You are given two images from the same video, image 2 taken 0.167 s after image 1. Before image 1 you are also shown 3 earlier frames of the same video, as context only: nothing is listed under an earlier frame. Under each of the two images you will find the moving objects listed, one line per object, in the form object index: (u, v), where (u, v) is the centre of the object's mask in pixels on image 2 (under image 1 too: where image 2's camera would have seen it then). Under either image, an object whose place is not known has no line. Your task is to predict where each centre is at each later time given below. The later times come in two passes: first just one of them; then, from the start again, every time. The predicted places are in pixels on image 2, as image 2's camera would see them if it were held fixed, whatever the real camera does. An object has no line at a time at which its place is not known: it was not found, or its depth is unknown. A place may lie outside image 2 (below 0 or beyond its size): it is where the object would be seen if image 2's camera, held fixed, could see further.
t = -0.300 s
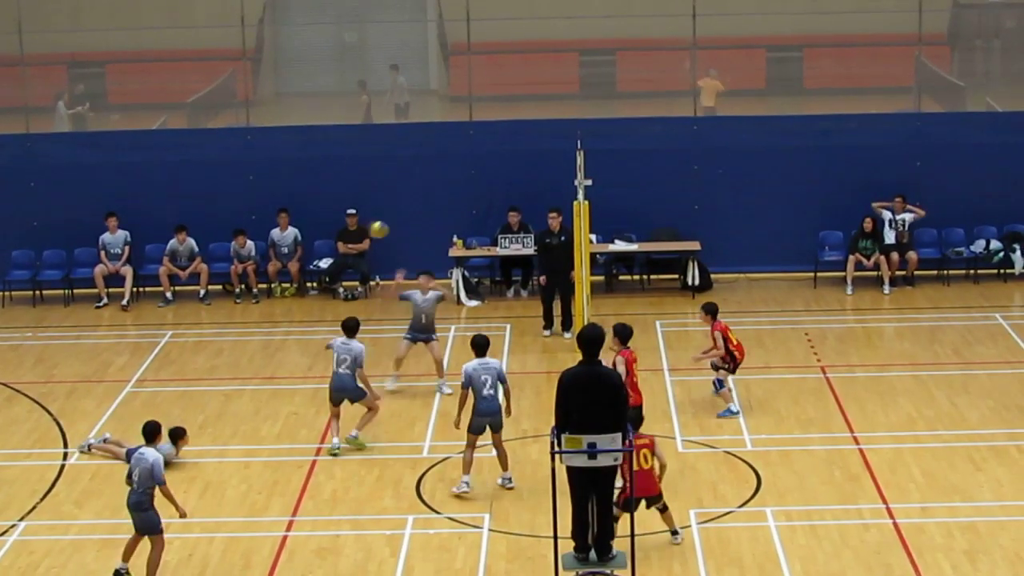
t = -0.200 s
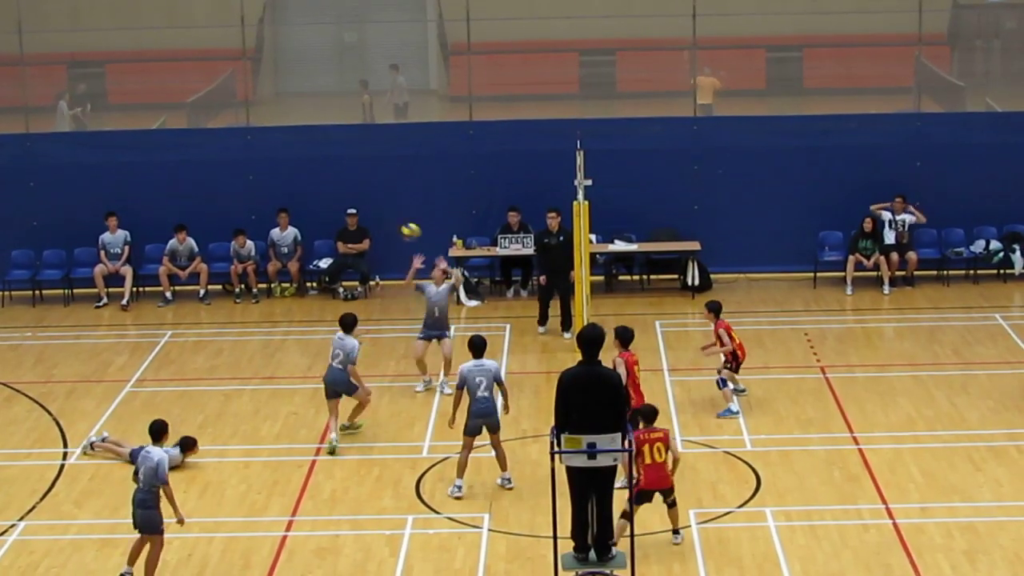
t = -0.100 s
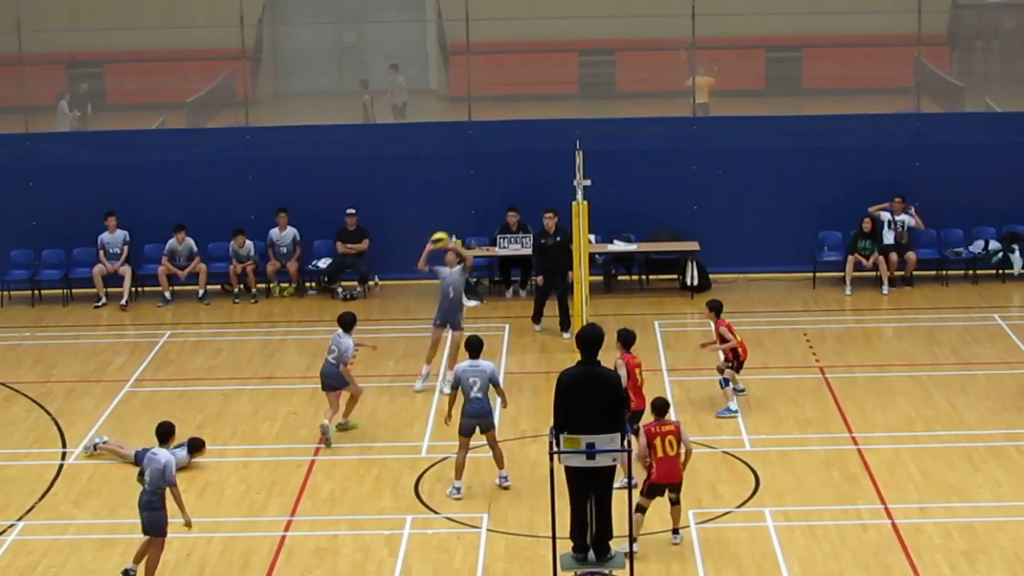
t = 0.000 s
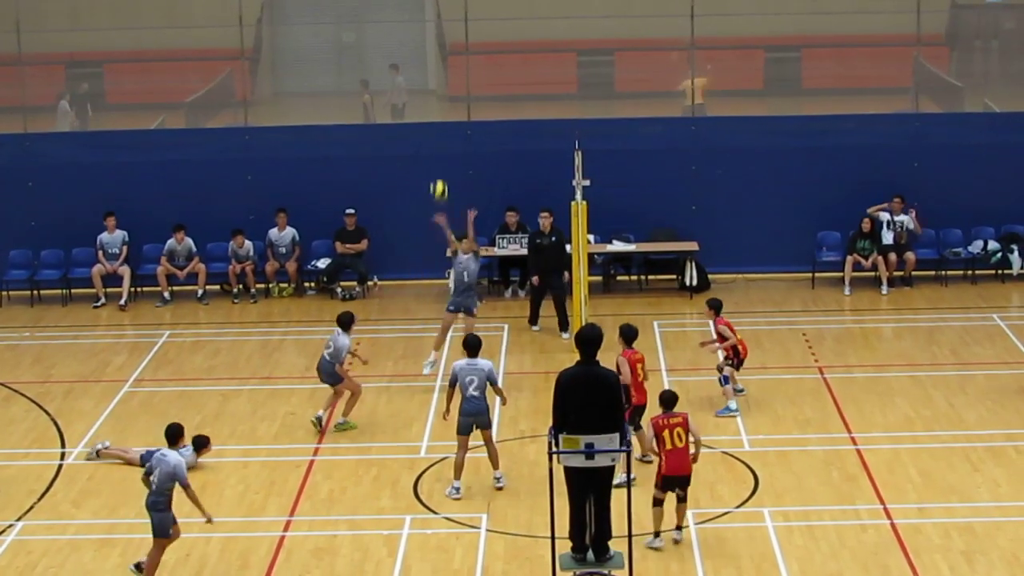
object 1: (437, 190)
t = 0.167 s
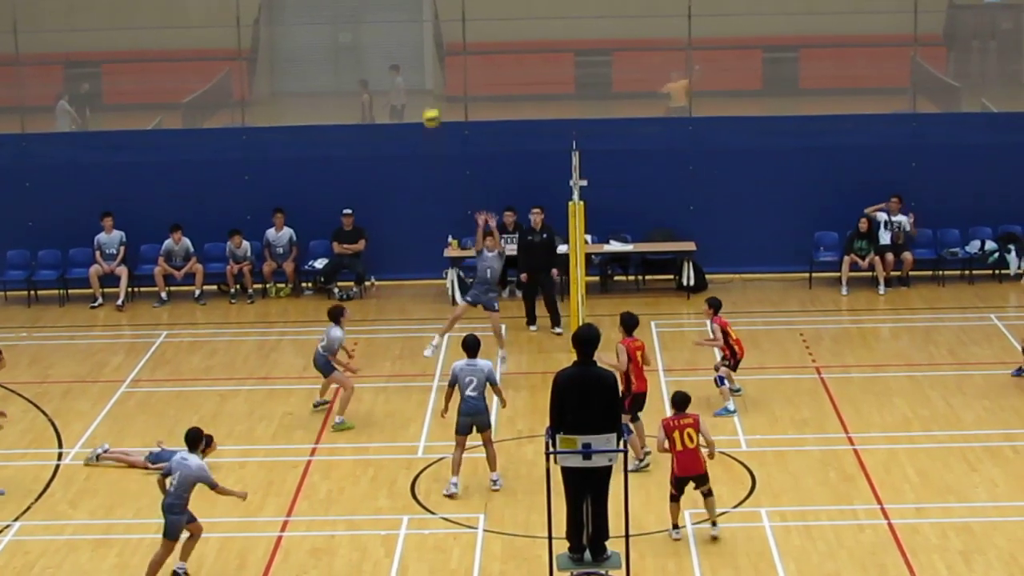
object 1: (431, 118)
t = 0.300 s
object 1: (427, 74)
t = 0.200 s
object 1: (429, 103)
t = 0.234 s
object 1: (429, 93)
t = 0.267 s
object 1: (429, 83)
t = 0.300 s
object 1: (427, 74)
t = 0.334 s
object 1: (426, 66)
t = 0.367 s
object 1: (425, 59)
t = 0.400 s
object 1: (425, 53)
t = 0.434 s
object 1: (424, 46)
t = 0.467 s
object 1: (423, 41)
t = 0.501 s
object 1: (421, 37)
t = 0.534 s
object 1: (420, 35)
